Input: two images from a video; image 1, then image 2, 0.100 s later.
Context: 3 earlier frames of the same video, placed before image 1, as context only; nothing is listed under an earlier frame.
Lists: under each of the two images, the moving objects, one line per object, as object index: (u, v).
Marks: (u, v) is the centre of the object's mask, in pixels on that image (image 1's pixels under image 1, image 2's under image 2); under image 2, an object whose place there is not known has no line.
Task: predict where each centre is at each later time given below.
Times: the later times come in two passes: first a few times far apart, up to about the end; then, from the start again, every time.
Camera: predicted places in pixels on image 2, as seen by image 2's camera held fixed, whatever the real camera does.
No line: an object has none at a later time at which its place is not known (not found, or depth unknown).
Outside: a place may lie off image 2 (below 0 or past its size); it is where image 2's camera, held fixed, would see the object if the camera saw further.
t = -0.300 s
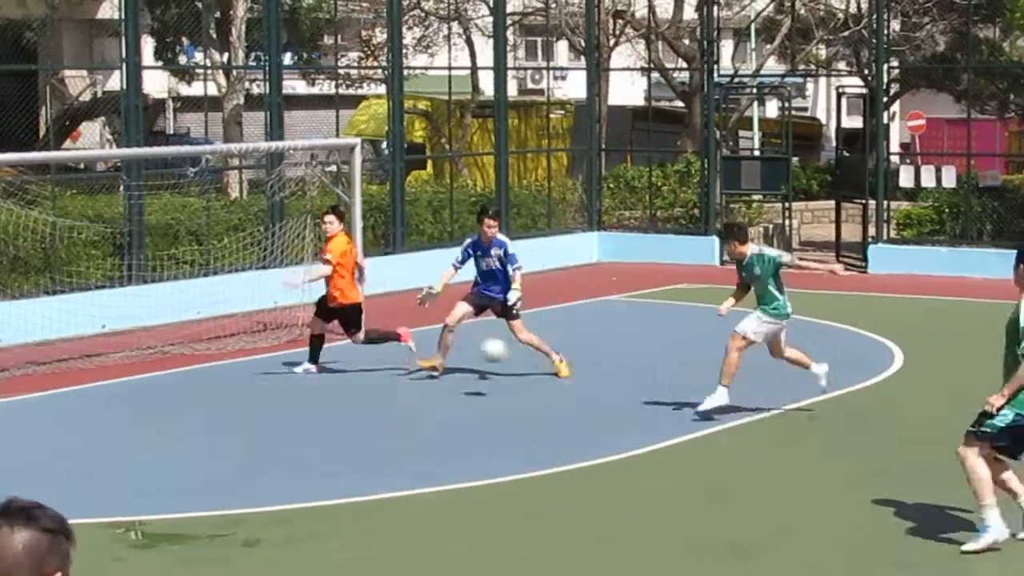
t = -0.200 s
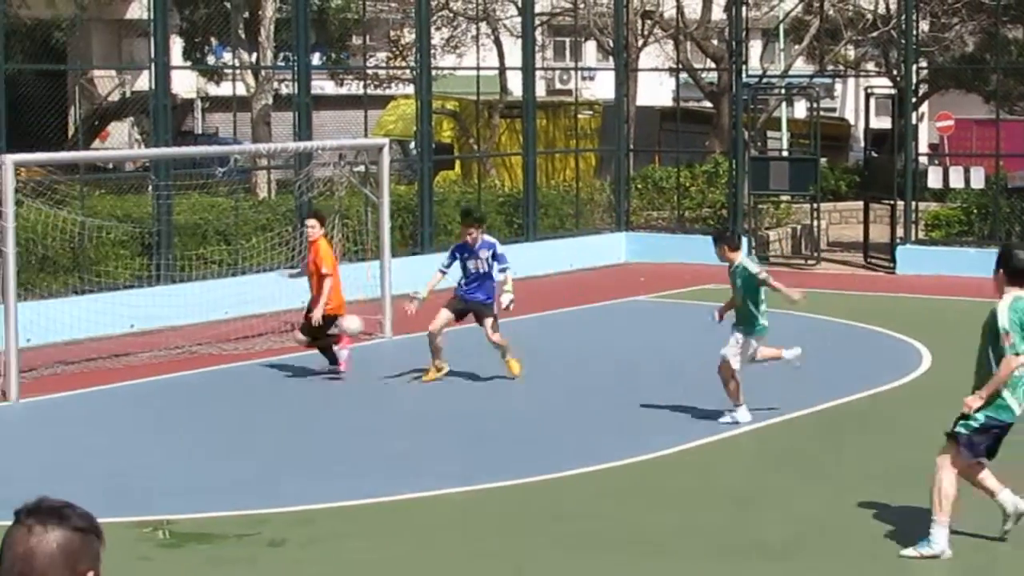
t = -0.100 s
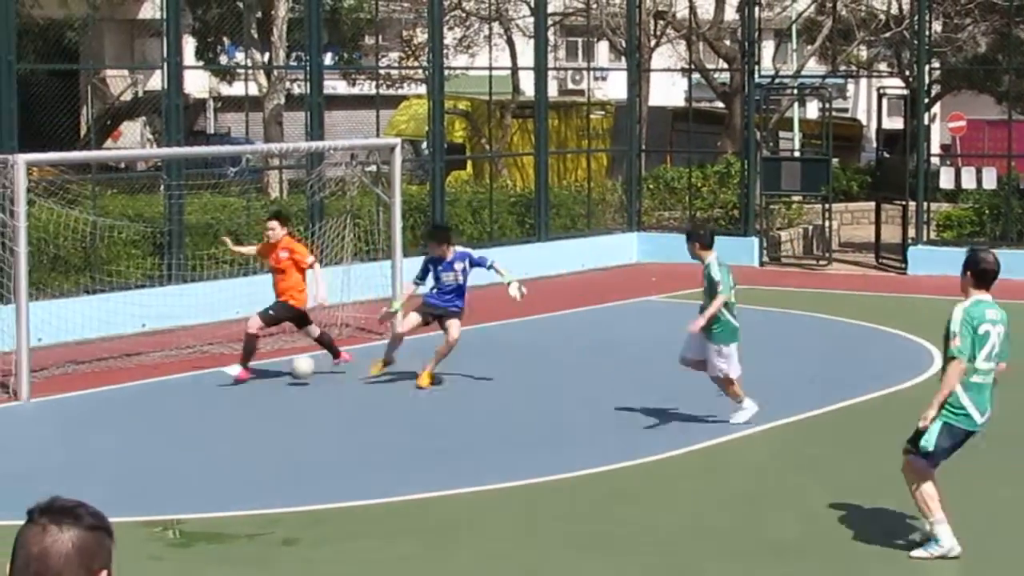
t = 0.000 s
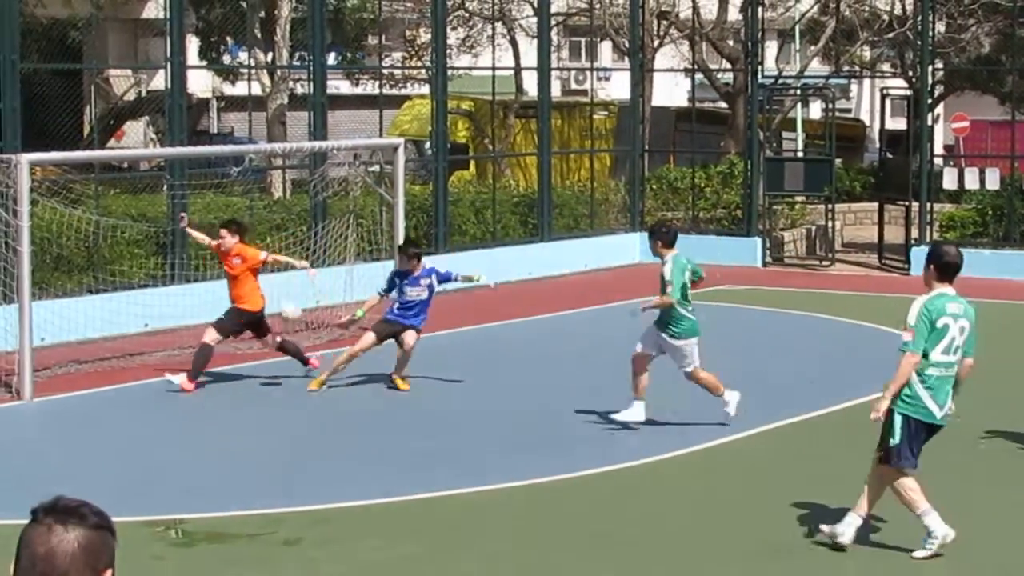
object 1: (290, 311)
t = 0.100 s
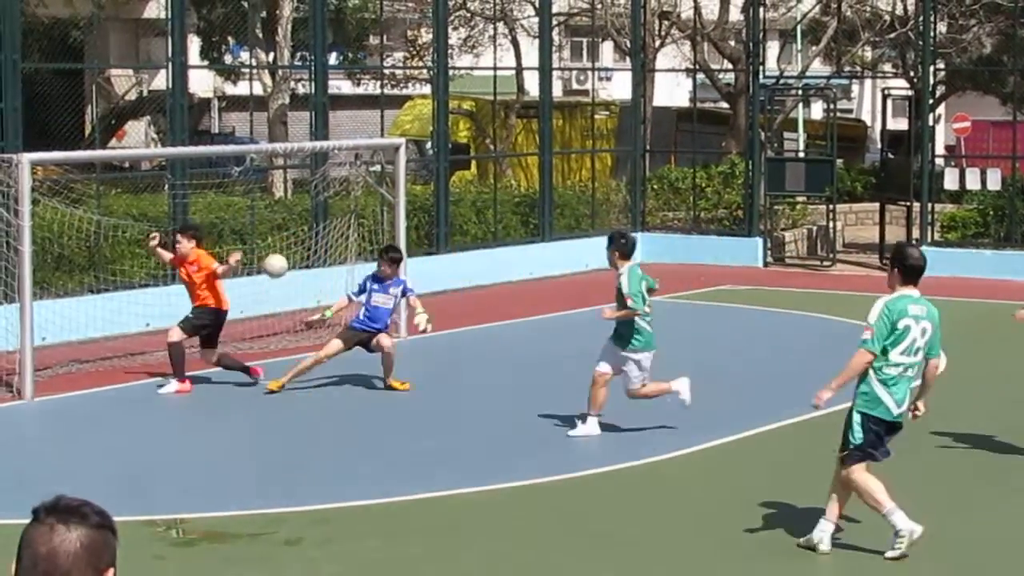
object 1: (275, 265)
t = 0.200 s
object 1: (258, 230)
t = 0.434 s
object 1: (219, 188)
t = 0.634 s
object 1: (182, 207)
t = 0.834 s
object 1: (145, 285)
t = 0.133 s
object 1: (270, 251)
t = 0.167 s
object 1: (265, 240)
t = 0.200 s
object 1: (258, 230)
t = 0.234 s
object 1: (254, 219)
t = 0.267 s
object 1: (248, 210)
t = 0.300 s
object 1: (242, 203)
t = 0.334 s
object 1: (237, 197)
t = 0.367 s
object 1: (231, 193)
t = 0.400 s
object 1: (225, 189)
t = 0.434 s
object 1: (219, 188)
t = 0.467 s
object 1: (214, 187)
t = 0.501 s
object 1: (207, 189)
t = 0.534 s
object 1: (201, 191)
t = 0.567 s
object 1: (195, 195)
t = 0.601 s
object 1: (189, 201)
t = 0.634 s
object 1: (182, 207)
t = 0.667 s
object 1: (176, 218)
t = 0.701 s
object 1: (170, 227)
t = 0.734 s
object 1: (164, 239)
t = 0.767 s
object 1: (157, 251)
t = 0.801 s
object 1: (152, 266)
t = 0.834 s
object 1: (145, 285)
